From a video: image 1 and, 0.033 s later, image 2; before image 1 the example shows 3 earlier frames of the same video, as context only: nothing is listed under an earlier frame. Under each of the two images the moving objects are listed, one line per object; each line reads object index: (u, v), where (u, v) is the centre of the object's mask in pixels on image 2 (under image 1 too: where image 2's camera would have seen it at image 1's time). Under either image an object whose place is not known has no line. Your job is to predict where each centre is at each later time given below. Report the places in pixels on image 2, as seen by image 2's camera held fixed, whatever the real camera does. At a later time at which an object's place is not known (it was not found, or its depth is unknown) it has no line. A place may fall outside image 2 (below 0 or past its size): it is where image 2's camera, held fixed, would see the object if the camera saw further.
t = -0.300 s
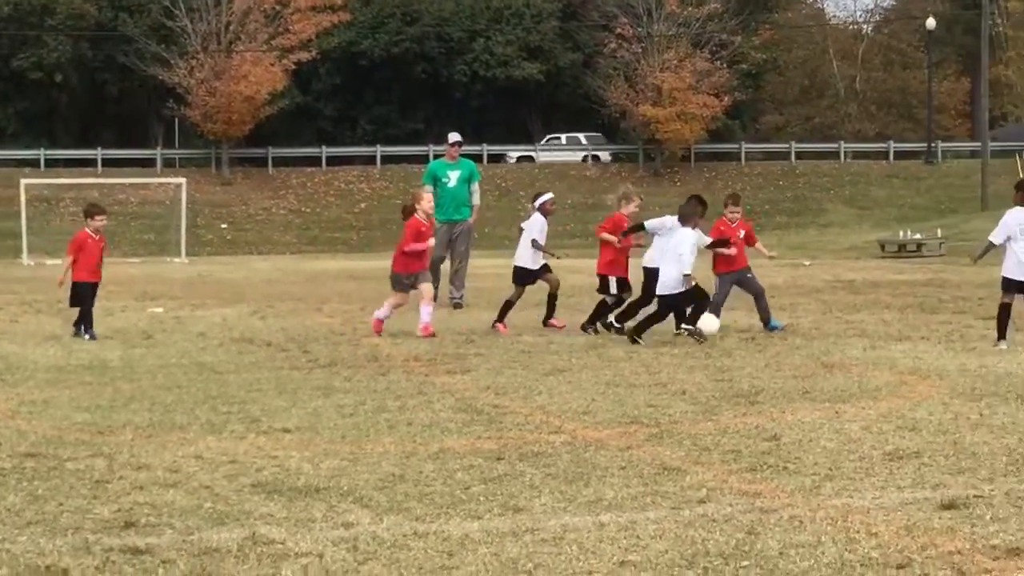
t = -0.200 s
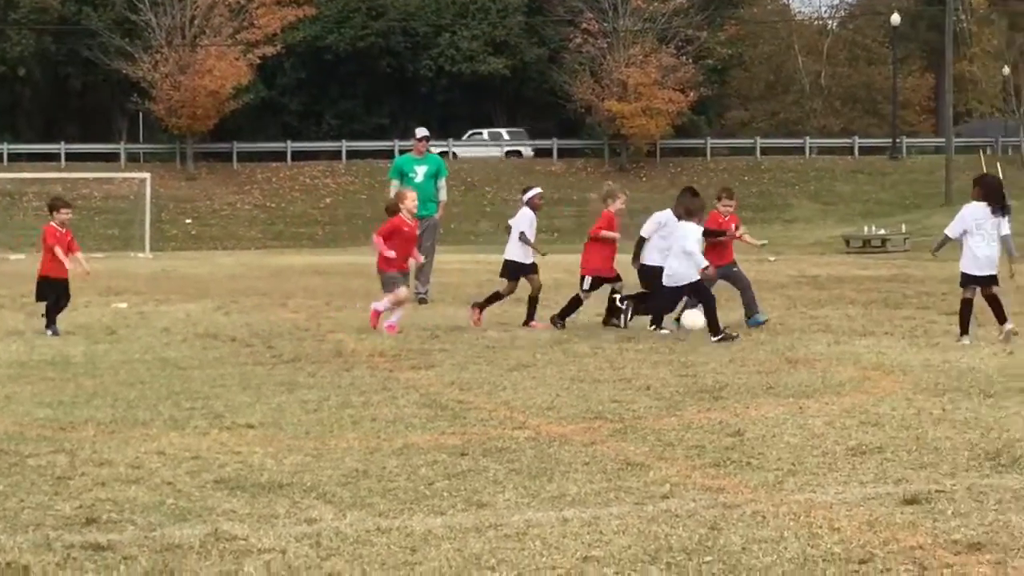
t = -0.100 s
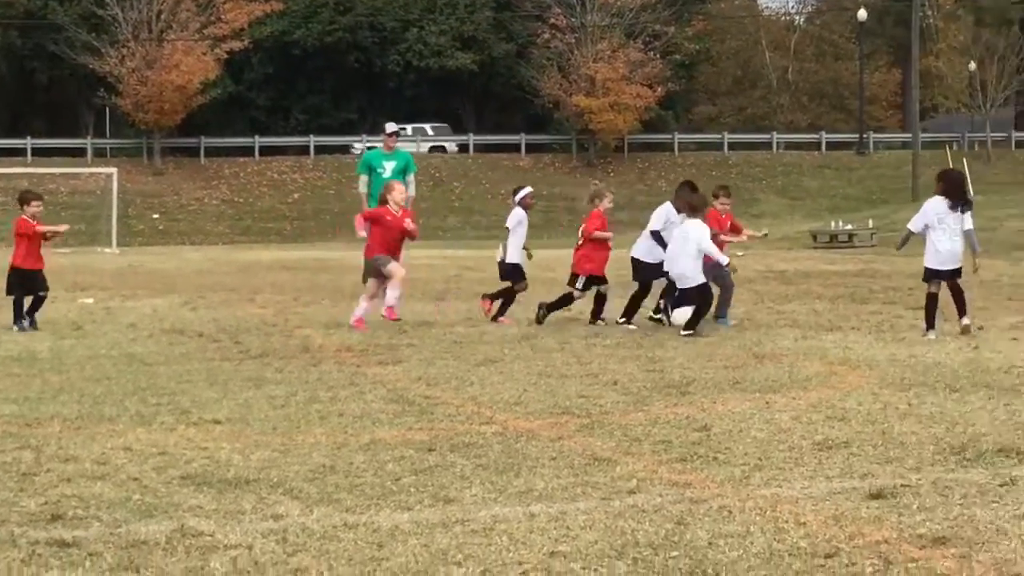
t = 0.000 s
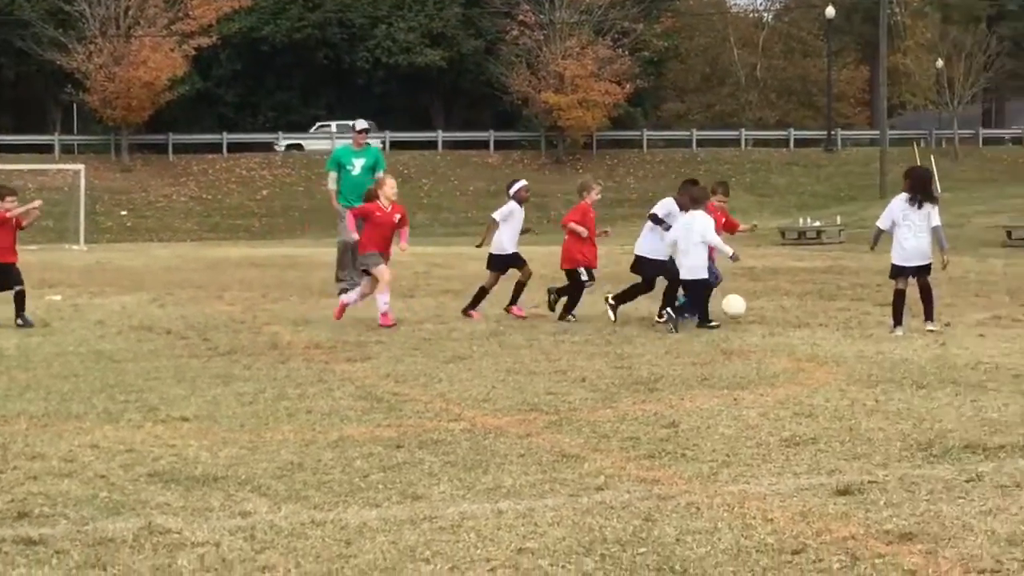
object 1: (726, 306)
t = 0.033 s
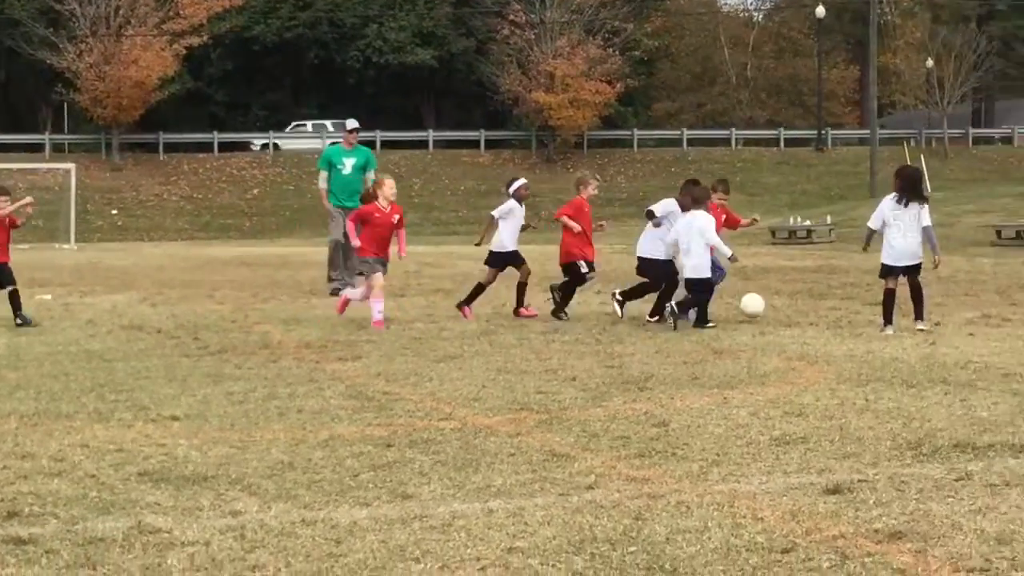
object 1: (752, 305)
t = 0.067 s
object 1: (777, 305)
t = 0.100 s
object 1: (802, 306)
